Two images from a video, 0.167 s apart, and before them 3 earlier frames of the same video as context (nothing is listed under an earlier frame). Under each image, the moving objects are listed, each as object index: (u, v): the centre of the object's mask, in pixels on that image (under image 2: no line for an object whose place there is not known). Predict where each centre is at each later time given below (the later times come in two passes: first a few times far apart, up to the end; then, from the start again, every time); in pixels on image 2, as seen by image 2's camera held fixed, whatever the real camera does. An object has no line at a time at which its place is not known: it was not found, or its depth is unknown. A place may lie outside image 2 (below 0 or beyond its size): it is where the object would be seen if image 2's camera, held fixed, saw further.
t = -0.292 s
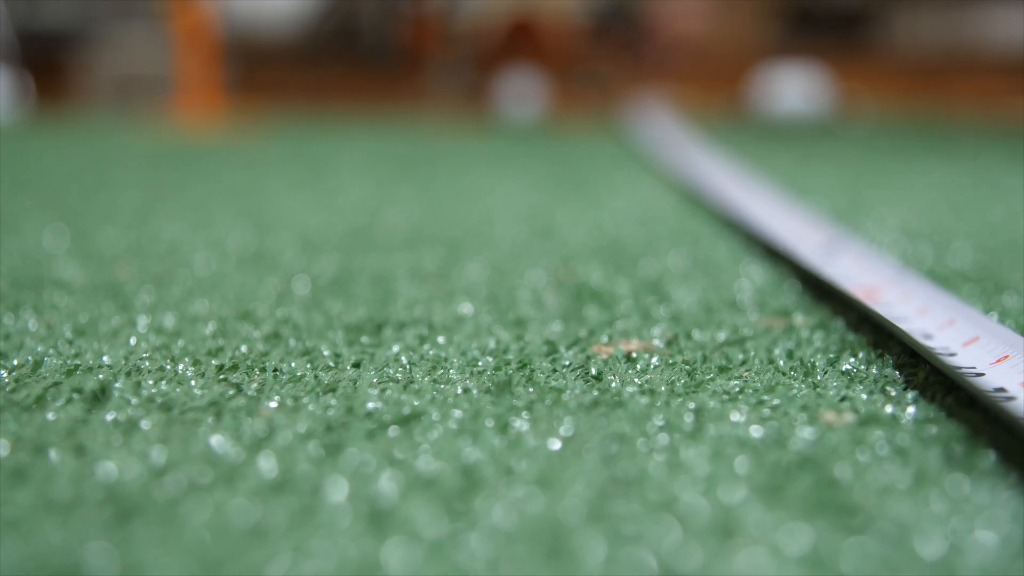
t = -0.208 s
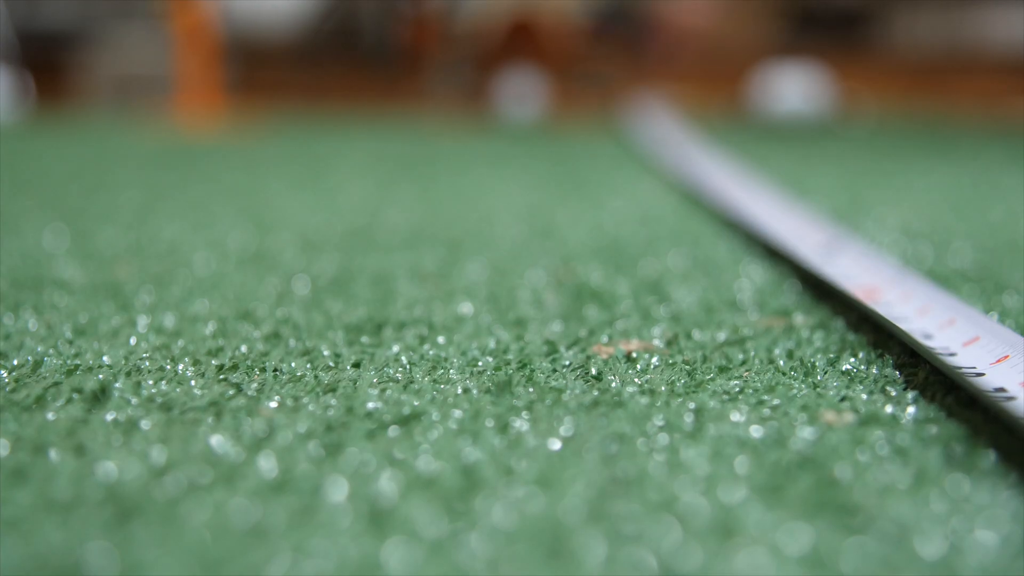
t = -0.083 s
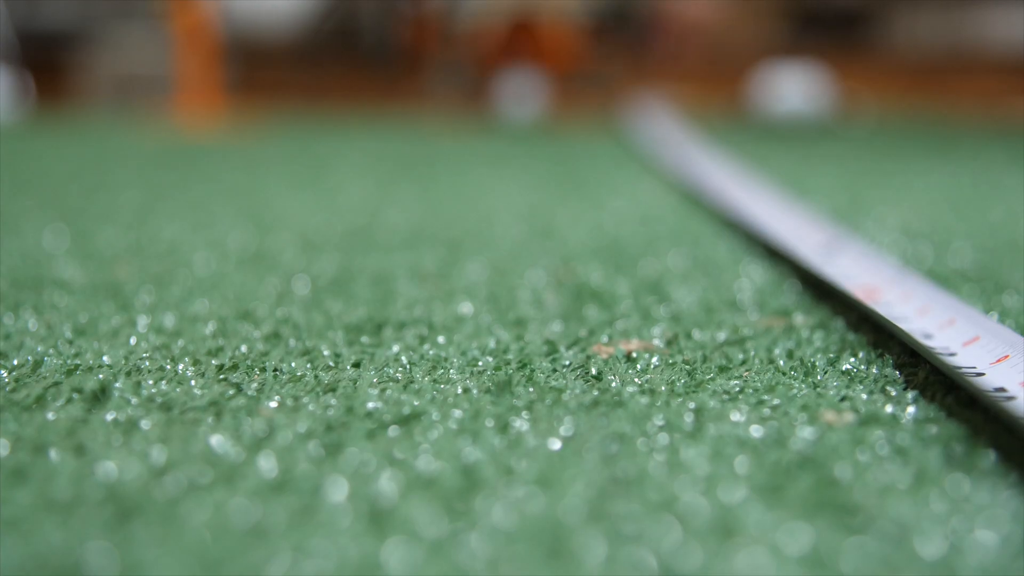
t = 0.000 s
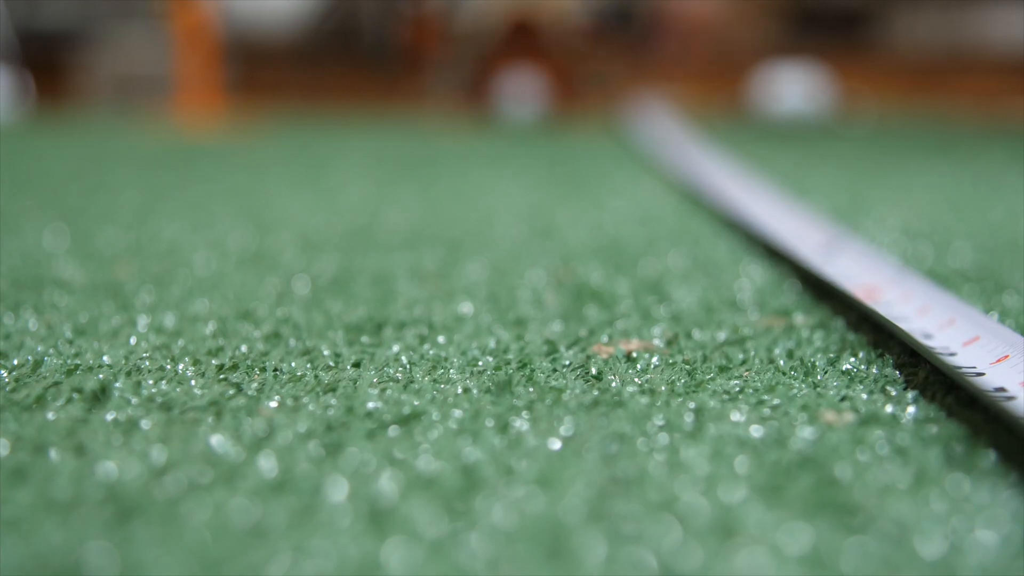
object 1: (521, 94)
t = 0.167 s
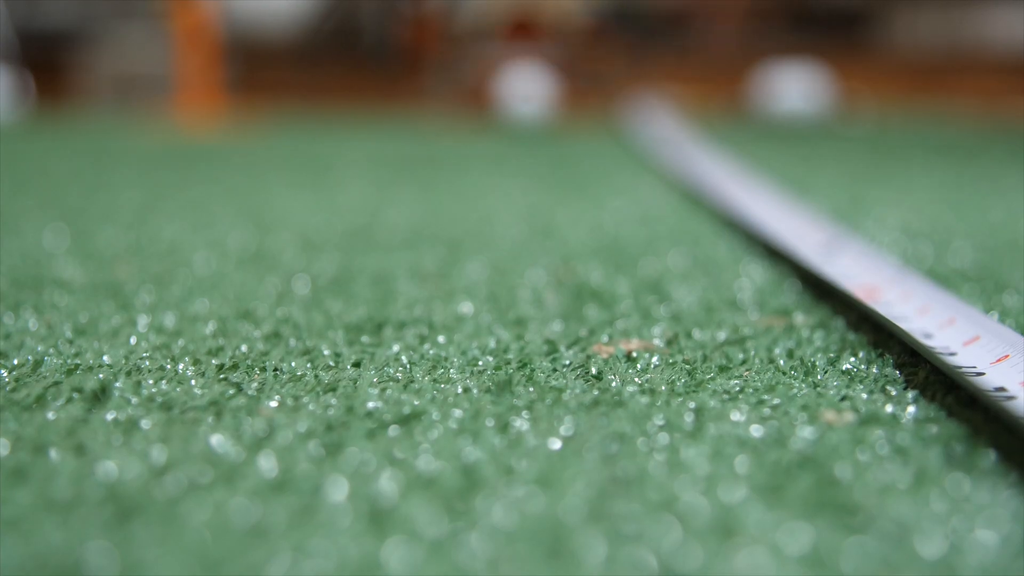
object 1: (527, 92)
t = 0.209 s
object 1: (529, 92)
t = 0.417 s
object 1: (540, 99)
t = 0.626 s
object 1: (548, 107)
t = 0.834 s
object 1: (553, 117)
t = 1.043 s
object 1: (567, 129)
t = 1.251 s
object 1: (598, 140)
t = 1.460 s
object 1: (642, 157)
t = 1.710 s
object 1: (695, 179)
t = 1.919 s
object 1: (697, 204)
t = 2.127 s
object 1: (691, 224)
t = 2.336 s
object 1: (704, 240)
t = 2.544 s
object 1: (724, 252)
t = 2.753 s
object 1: (753, 253)
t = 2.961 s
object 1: (750, 252)
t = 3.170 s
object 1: (750, 252)
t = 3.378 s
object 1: (750, 252)
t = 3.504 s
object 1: (750, 252)
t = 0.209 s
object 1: (529, 92)
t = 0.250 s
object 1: (531, 95)
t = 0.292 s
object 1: (533, 96)
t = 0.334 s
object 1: (536, 97)
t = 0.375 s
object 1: (538, 96)
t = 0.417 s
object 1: (540, 99)
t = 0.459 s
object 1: (542, 100)
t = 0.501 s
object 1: (543, 101)
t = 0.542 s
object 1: (544, 101)
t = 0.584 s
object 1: (547, 103)
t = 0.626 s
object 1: (548, 107)
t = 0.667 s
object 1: (549, 107)
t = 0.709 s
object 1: (551, 111)
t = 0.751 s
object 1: (551, 113)
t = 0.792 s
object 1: (552, 115)
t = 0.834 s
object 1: (553, 117)
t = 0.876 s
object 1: (554, 121)
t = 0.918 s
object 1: (555, 123)
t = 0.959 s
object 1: (558, 123)
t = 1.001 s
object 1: (563, 127)
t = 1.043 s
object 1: (567, 129)
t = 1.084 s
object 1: (571, 127)
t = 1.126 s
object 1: (578, 132)
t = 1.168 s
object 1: (584, 132)
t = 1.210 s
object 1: (593, 139)
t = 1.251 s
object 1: (598, 140)
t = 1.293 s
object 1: (608, 143)
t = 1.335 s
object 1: (618, 145)
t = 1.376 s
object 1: (624, 147)
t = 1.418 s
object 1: (634, 153)
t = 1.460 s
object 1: (642, 157)
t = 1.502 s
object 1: (652, 159)
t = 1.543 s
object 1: (664, 161)
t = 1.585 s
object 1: (676, 166)
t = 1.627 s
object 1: (689, 172)
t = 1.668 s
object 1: (693, 176)
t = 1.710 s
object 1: (695, 179)
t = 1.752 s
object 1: (697, 184)
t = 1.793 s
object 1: (699, 186)
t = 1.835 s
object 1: (700, 193)
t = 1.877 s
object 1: (697, 199)
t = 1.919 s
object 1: (697, 204)
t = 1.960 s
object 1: (695, 207)
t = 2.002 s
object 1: (694, 210)
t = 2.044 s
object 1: (691, 215)
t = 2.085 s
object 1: (690, 218)
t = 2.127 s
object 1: (691, 224)
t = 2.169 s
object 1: (693, 227)
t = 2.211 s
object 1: (695, 231)
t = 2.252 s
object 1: (698, 236)
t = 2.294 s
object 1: (702, 238)
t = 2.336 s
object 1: (704, 240)
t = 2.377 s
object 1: (704, 242)
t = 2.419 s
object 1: (703, 245)
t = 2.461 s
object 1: (706, 248)
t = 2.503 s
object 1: (714, 250)
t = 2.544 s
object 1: (724, 252)
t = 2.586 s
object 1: (735, 253)
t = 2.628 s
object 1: (743, 253)
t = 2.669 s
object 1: (749, 253)
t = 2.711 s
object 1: (752, 253)
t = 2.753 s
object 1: (753, 253)
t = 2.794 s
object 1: (753, 252)
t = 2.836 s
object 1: (752, 252)
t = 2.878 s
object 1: (750, 252)
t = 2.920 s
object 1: (749, 252)
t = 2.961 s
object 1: (750, 252)
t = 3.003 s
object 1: (750, 252)
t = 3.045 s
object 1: (750, 252)
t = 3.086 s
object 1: (750, 252)
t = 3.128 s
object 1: (750, 252)
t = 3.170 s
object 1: (750, 252)
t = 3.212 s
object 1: (750, 252)
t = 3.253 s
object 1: (750, 252)
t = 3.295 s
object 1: (750, 252)
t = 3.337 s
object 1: (750, 252)
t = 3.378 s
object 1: (750, 252)
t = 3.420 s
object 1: (750, 252)
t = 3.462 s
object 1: (750, 252)
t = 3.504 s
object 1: (750, 252)
